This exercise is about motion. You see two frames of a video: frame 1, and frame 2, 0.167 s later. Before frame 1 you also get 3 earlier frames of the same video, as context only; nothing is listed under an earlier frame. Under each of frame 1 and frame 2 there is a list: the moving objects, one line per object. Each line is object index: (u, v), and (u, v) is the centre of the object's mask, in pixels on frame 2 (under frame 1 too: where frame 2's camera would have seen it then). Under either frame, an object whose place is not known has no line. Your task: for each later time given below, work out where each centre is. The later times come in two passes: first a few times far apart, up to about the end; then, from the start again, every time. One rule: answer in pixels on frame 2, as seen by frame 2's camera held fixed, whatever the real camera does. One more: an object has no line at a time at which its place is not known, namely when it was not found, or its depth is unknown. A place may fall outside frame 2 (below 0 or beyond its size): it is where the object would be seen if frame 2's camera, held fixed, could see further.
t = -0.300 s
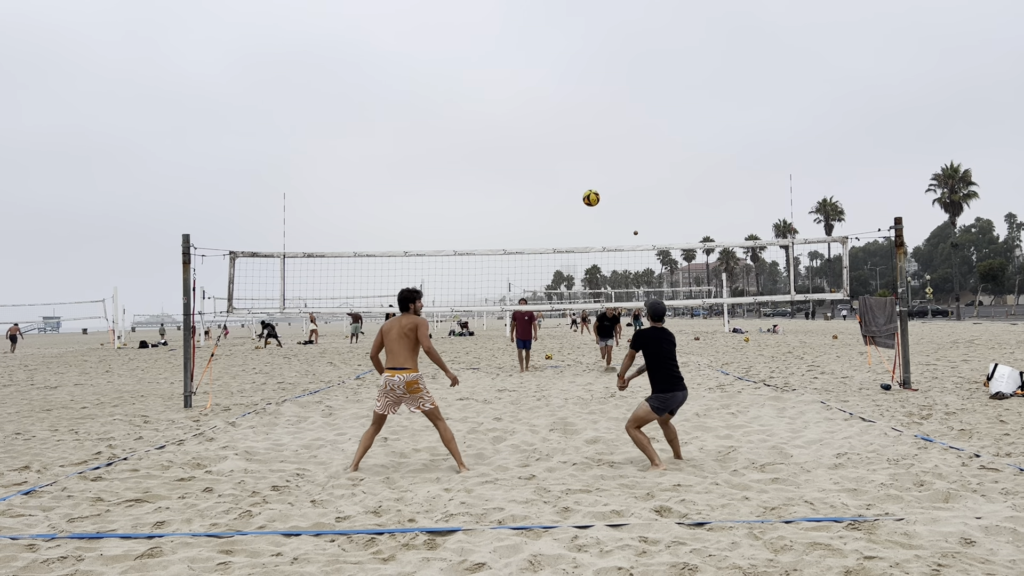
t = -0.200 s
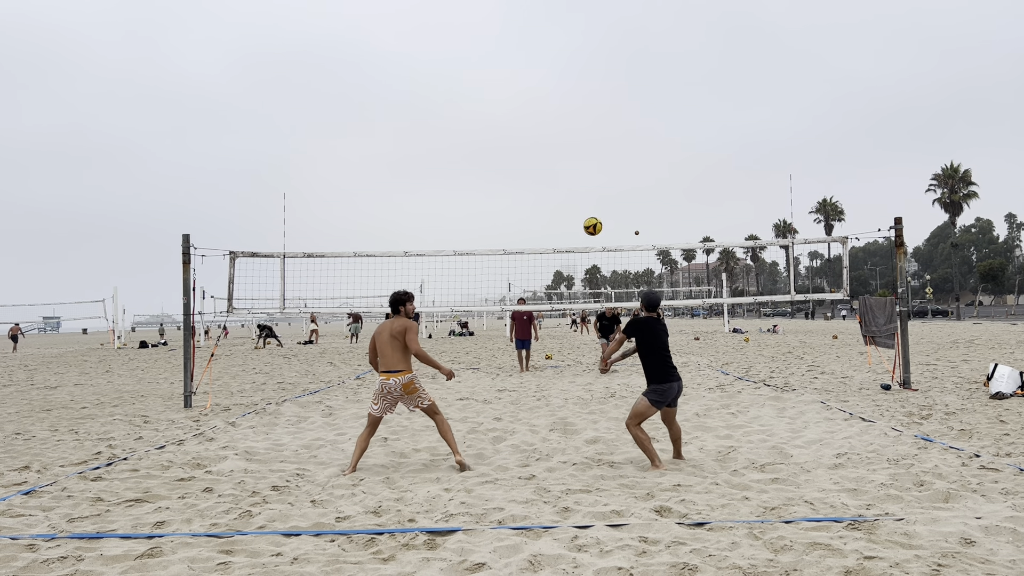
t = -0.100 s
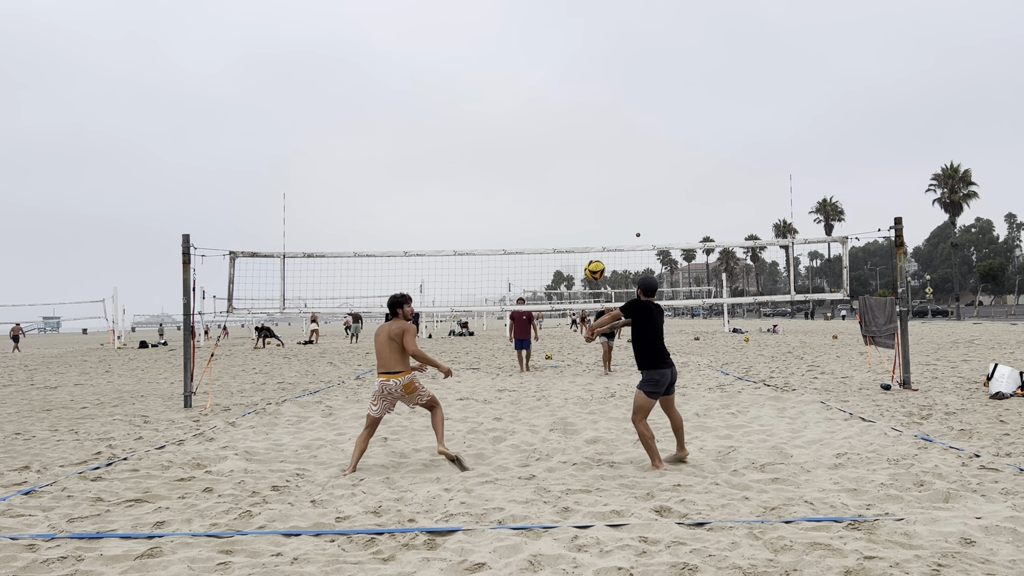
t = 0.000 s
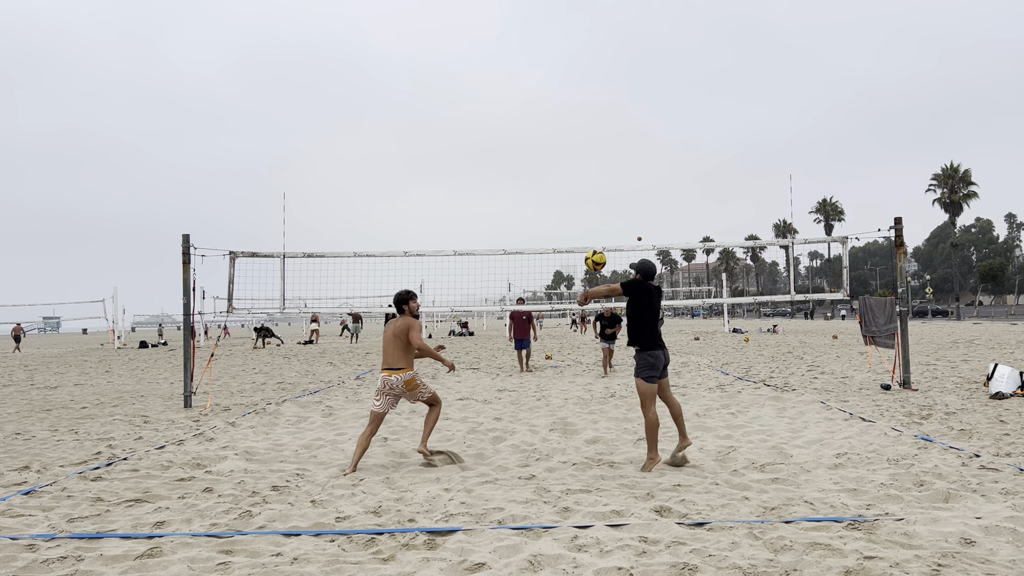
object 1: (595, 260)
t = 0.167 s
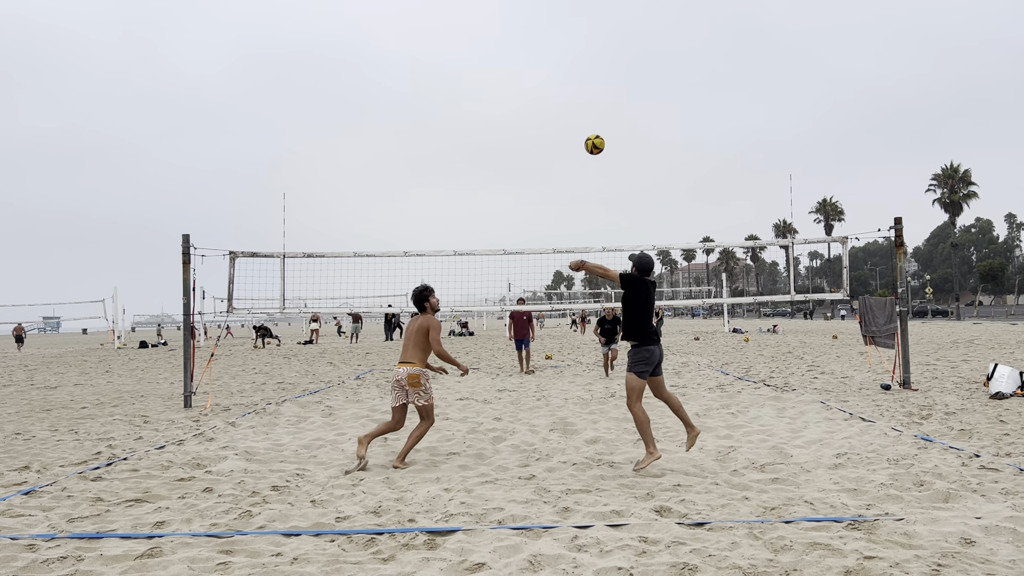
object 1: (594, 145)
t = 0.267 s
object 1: (595, 96)
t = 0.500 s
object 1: (597, 34)
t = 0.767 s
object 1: (604, 29)
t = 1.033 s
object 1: (612, 73)
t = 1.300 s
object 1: (620, 158)
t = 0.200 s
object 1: (594, 127)
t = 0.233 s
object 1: (595, 110)
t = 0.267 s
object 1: (595, 96)
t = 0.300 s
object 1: (595, 83)
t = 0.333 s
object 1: (595, 72)
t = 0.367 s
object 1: (596, 62)
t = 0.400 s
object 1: (596, 53)
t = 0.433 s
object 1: (596, 45)
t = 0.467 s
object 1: (597, 39)
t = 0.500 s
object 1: (597, 34)
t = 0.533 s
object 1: (598, 30)
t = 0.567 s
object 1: (599, 27)
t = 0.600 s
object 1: (600, 25)
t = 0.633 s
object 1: (600, 24)
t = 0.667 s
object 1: (601, 24)
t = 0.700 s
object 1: (602, 25)
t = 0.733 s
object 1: (603, 26)
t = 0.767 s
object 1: (604, 29)
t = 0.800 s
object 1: (605, 32)
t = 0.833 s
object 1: (606, 36)
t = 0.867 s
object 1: (607, 40)
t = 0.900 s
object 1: (608, 45)
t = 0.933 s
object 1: (609, 52)
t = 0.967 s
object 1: (610, 58)
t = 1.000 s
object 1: (611, 66)
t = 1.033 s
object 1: (612, 73)
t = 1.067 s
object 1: (613, 82)
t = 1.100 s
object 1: (614, 91)
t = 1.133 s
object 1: (615, 101)
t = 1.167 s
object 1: (616, 111)
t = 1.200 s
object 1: (617, 122)
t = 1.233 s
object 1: (618, 133)
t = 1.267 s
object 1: (619, 145)
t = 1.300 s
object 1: (620, 158)
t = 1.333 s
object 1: (621, 171)
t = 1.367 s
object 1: (622, 184)
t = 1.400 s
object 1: (623, 198)
